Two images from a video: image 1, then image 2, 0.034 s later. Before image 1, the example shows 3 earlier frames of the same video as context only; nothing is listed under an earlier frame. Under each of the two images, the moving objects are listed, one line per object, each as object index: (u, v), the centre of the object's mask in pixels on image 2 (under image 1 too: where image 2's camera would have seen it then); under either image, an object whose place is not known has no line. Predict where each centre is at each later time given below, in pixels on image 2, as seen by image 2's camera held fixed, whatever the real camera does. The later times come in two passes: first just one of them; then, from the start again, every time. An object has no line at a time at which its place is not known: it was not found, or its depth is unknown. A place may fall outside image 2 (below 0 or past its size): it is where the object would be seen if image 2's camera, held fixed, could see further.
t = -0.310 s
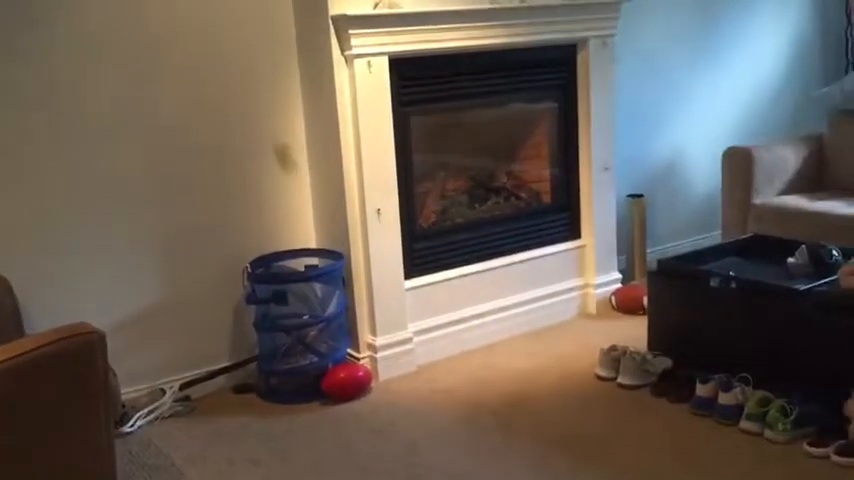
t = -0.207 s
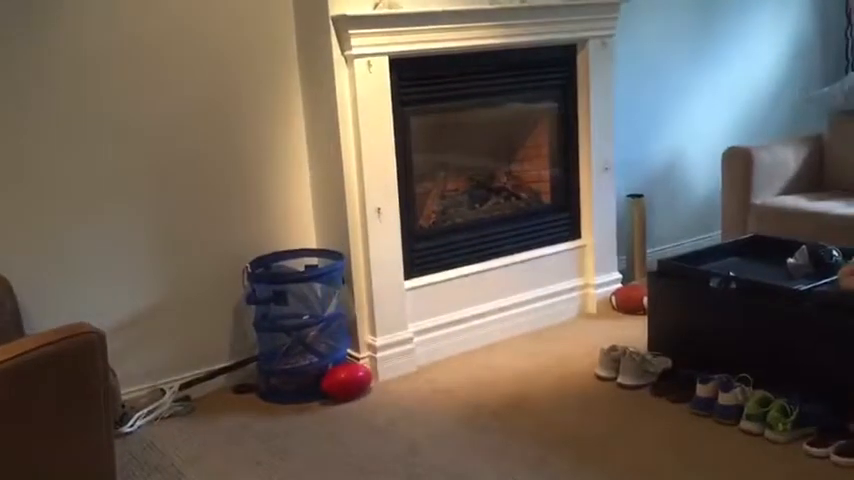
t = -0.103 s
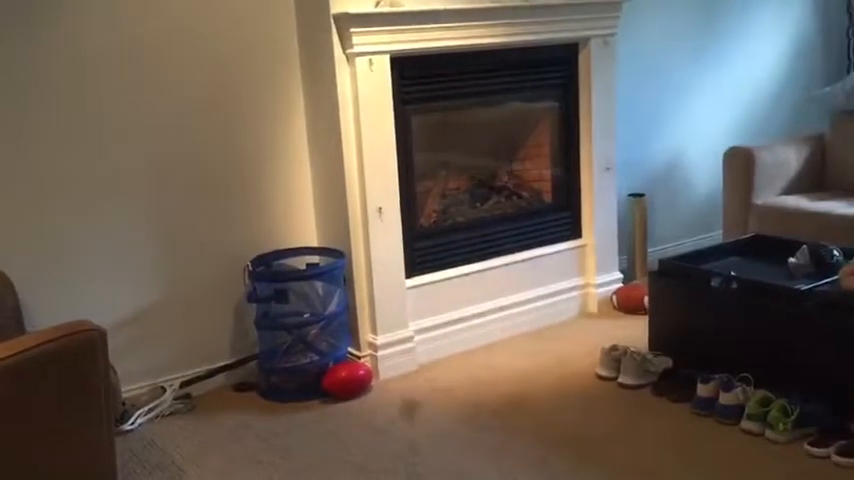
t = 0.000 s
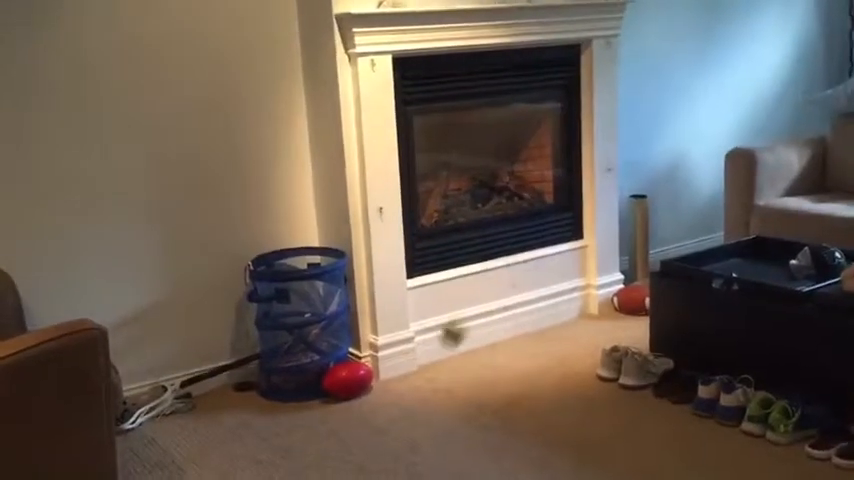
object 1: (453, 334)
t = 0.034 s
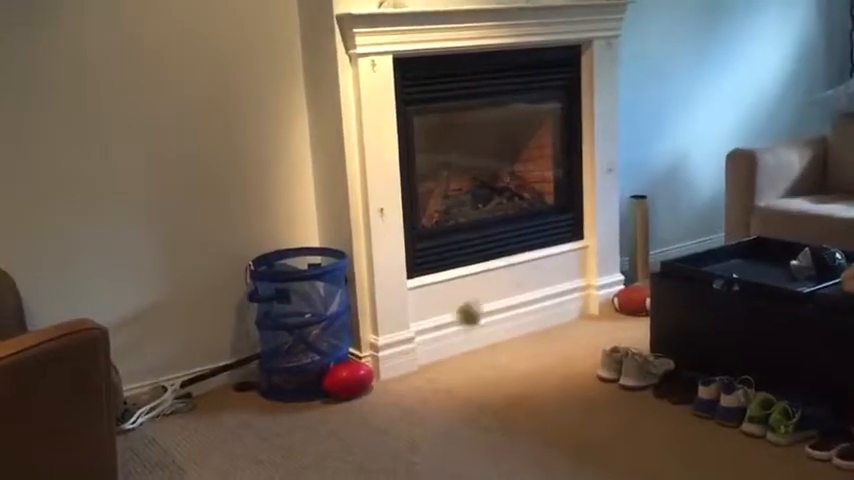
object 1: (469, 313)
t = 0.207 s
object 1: (572, 265)
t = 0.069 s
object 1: (487, 296)
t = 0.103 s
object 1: (507, 283)
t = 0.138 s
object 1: (525, 274)
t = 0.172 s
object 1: (548, 267)
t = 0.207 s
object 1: (572, 265)
